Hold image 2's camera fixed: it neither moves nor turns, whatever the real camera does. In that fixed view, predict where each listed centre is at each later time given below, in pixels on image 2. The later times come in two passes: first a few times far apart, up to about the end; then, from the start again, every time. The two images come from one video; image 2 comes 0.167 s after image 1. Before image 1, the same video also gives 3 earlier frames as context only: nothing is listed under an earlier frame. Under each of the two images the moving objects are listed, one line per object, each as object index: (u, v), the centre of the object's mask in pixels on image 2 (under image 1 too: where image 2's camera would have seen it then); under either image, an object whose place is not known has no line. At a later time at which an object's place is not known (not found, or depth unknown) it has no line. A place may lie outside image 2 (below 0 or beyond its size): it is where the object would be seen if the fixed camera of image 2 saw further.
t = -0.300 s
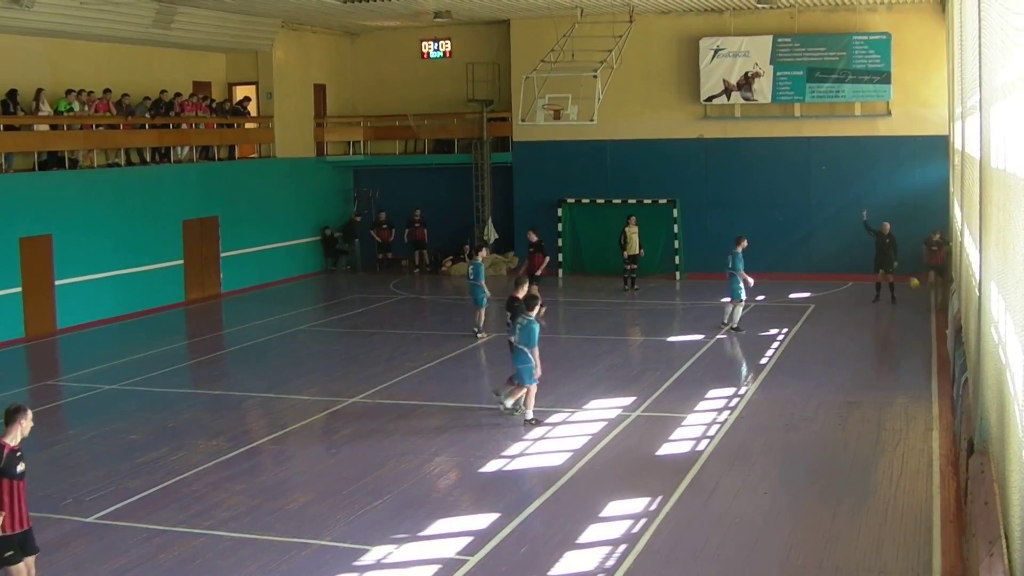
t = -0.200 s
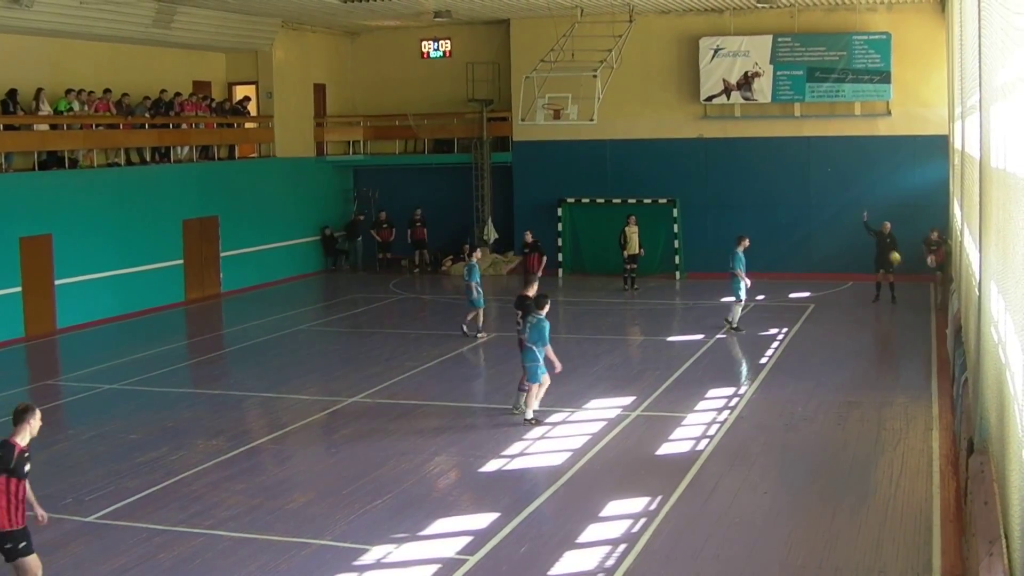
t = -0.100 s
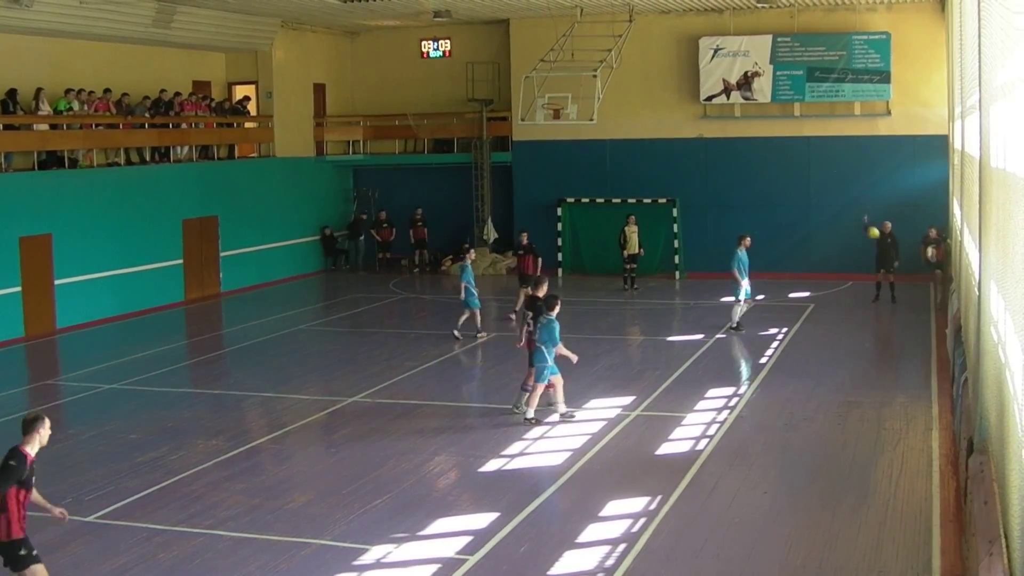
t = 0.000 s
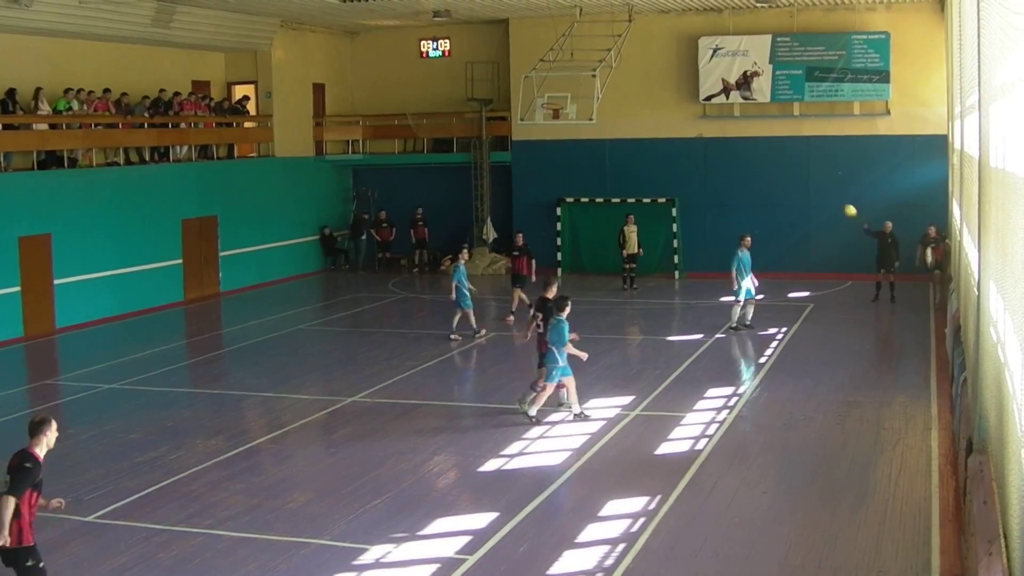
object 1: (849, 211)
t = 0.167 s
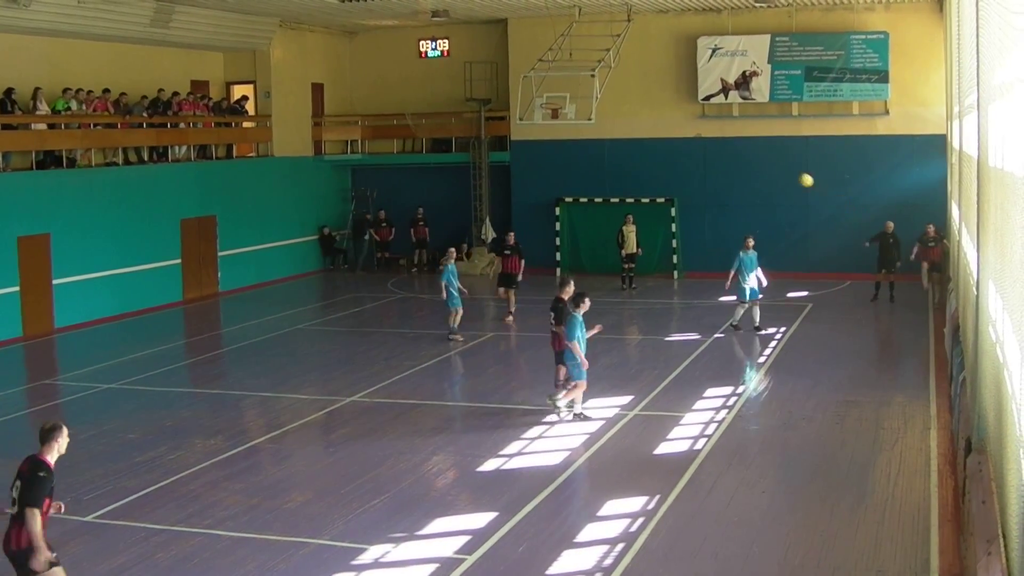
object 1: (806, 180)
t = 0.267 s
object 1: (777, 167)
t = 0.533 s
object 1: (686, 153)
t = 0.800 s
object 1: (568, 184)
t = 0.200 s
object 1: (796, 175)
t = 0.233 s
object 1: (787, 171)
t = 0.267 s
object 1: (777, 167)
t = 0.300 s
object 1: (767, 163)
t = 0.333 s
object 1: (756, 160)
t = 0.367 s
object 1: (745, 157)
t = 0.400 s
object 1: (734, 155)
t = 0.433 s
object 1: (723, 154)
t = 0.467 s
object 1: (711, 153)
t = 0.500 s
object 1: (698, 152)
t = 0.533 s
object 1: (686, 153)
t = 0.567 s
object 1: (673, 154)
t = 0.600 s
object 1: (659, 156)
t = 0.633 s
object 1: (645, 158)
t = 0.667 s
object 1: (631, 162)
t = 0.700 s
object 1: (616, 166)
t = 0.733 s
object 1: (600, 171)
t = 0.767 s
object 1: (584, 178)
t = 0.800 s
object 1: (568, 184)
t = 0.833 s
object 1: (550, 193)
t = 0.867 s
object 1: (532, 202)
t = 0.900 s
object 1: (513, 212)
